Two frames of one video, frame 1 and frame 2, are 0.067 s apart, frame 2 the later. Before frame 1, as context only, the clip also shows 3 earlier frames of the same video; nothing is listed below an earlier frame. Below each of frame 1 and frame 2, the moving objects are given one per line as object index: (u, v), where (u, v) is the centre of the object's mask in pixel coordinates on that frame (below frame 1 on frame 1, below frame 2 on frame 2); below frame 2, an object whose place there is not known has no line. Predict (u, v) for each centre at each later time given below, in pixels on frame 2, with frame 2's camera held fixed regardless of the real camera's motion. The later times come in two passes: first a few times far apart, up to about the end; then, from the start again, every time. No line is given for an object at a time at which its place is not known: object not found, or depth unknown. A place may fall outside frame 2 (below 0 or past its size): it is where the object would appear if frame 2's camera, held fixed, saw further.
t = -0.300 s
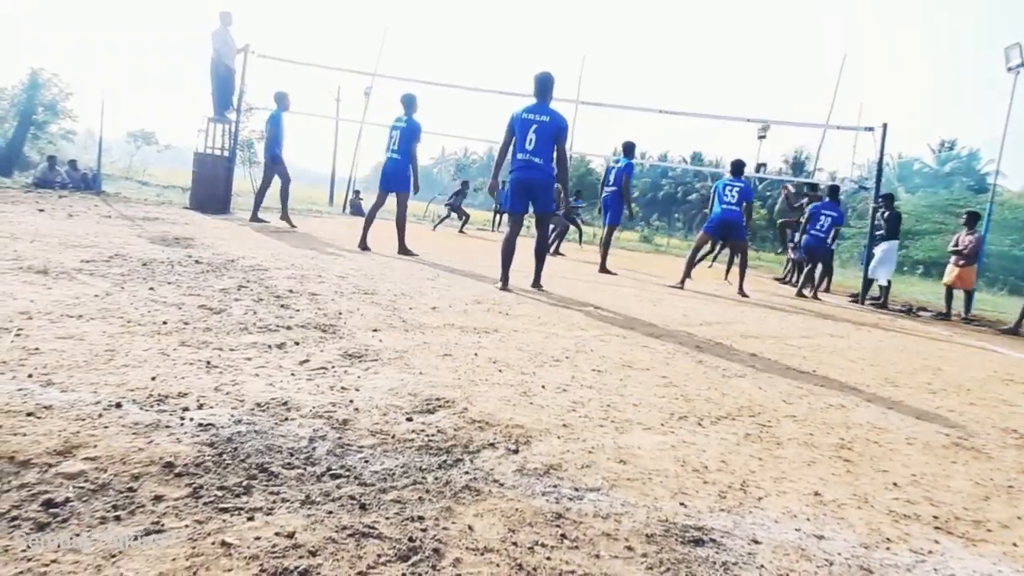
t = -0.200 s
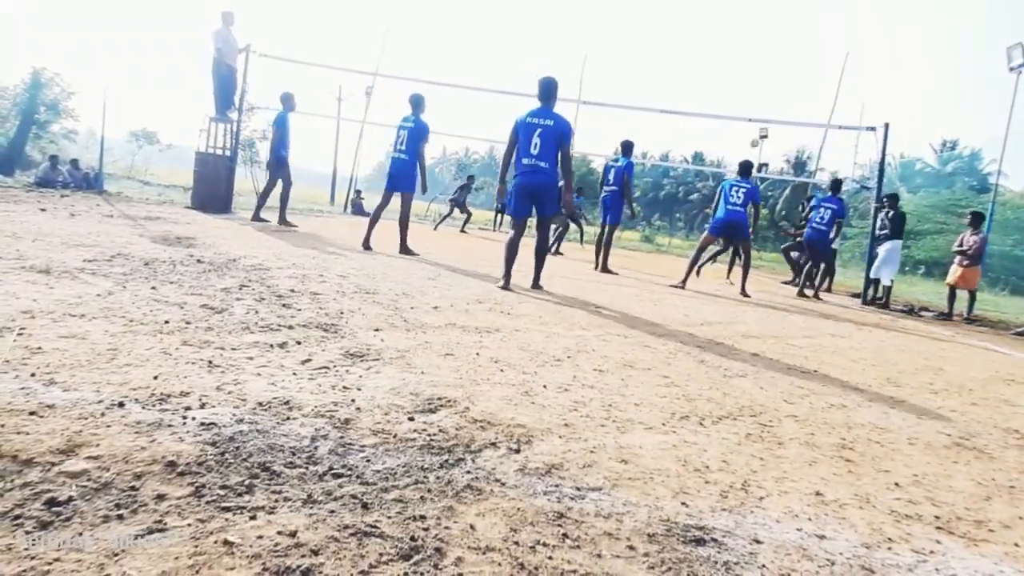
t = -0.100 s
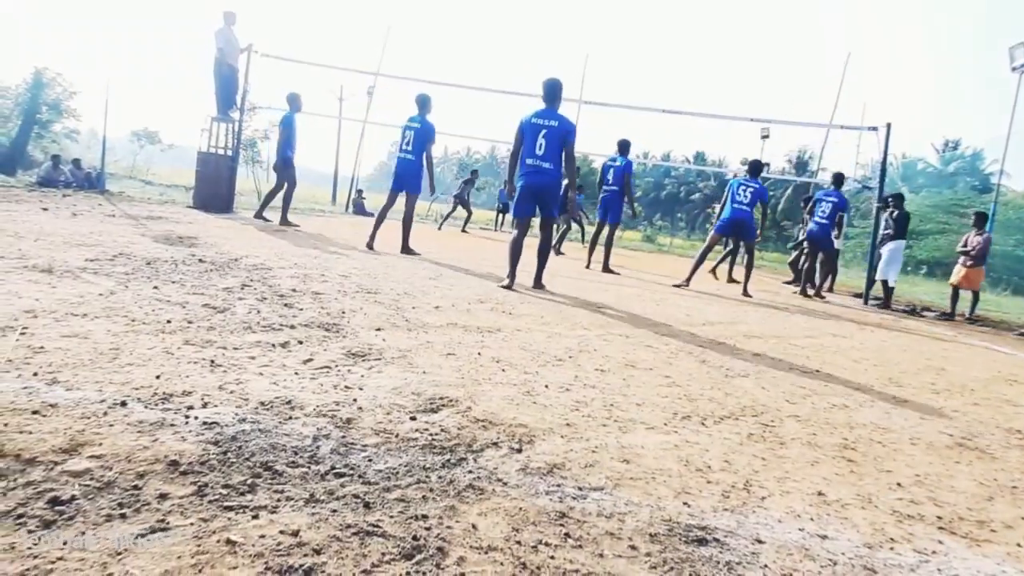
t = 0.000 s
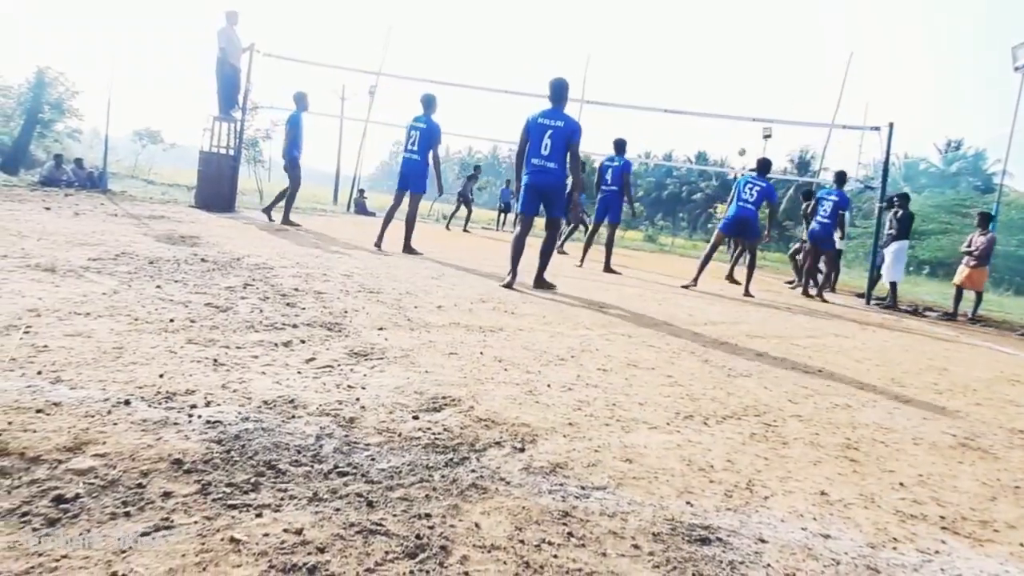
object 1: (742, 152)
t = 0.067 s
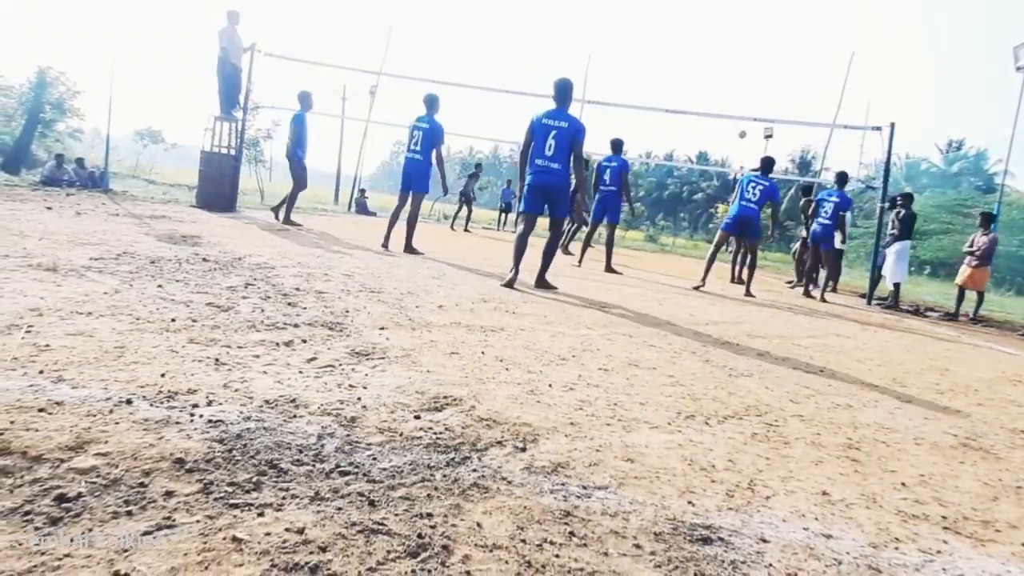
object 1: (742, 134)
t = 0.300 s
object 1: (738, 85)
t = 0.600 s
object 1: (727, 55)
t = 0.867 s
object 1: (712, 61)
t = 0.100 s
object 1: (742, 126)
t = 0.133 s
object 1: (741, 118)
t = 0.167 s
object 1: (741, 111)
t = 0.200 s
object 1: (740, 104)
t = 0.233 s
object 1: (739, 97)
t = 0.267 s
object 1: (739, 91)
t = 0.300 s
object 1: (738, 85)
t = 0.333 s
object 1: (737, 80)
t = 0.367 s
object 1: (736, 76)
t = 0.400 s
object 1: (735, 72)
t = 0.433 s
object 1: (734, 67)
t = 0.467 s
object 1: (733, 64)
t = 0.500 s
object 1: (731, 61)
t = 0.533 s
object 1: (730, 59)
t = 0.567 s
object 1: (729, 57)
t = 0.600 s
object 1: (727, 55)
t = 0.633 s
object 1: (725, 54)
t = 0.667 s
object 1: (723, 54)
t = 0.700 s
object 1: (722, 54)
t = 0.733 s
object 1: (720, 54)
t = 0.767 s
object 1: (718, 55)
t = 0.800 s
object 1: (716, 57)
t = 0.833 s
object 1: (714, 59)
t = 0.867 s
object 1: (712, 61)
